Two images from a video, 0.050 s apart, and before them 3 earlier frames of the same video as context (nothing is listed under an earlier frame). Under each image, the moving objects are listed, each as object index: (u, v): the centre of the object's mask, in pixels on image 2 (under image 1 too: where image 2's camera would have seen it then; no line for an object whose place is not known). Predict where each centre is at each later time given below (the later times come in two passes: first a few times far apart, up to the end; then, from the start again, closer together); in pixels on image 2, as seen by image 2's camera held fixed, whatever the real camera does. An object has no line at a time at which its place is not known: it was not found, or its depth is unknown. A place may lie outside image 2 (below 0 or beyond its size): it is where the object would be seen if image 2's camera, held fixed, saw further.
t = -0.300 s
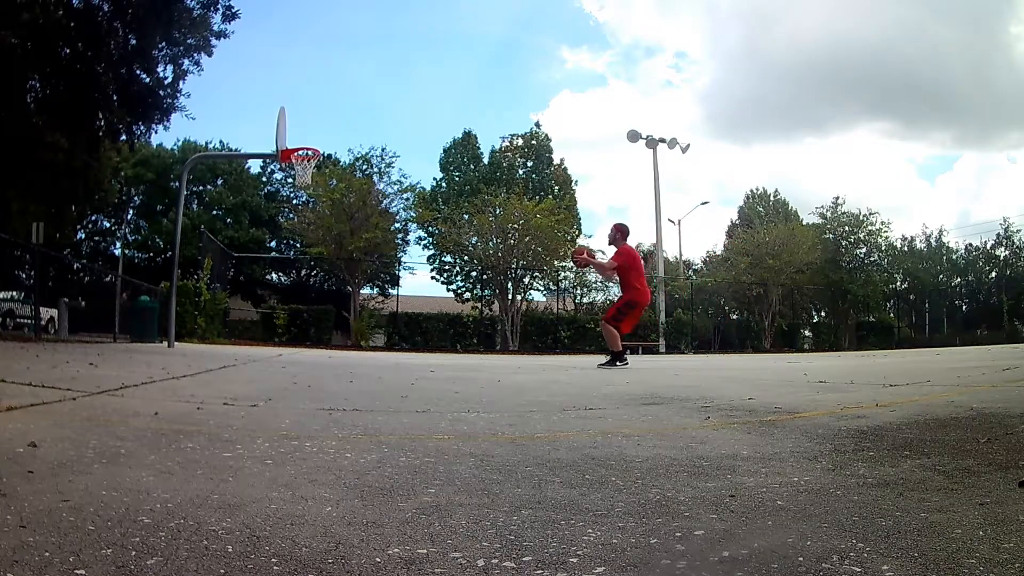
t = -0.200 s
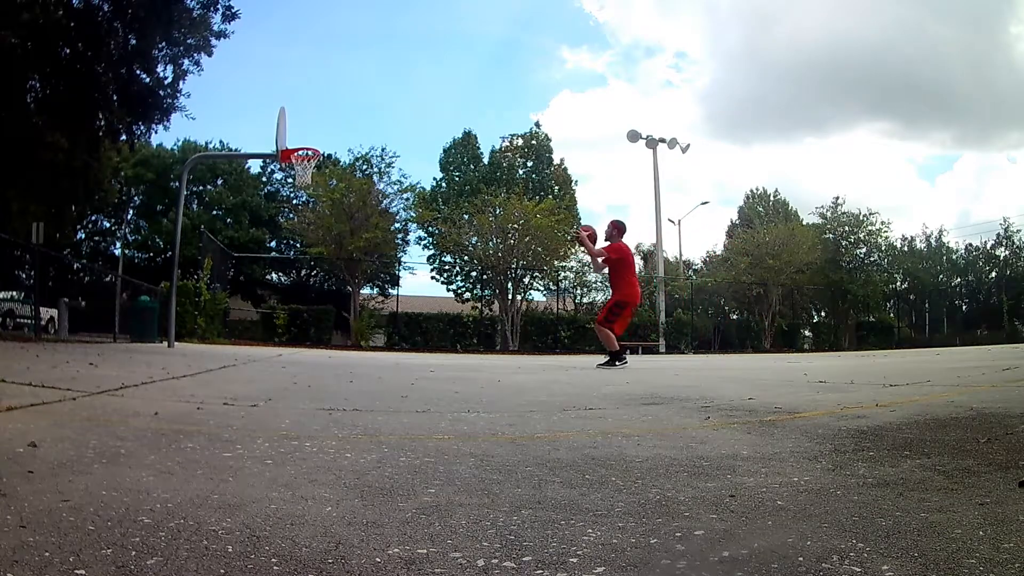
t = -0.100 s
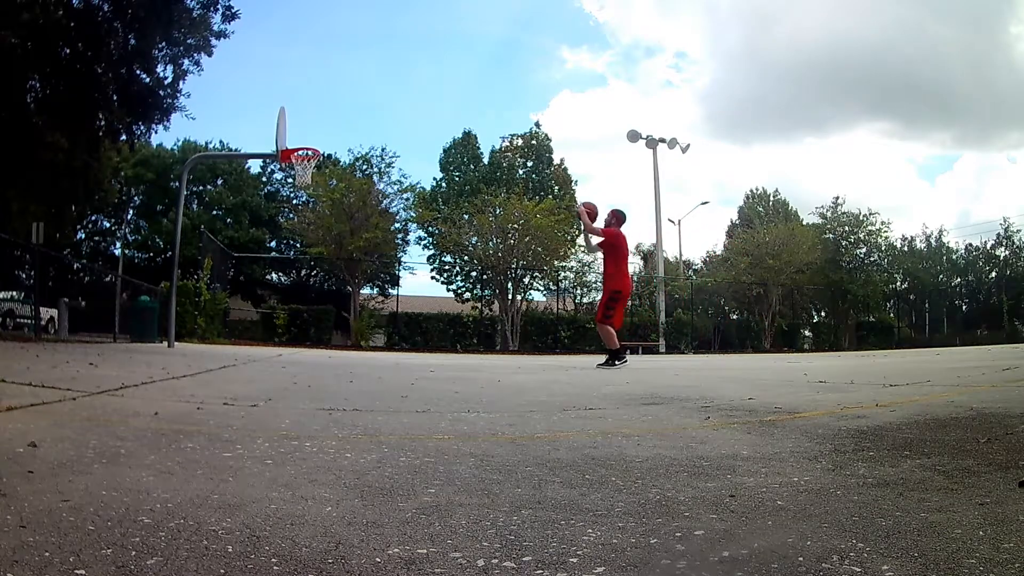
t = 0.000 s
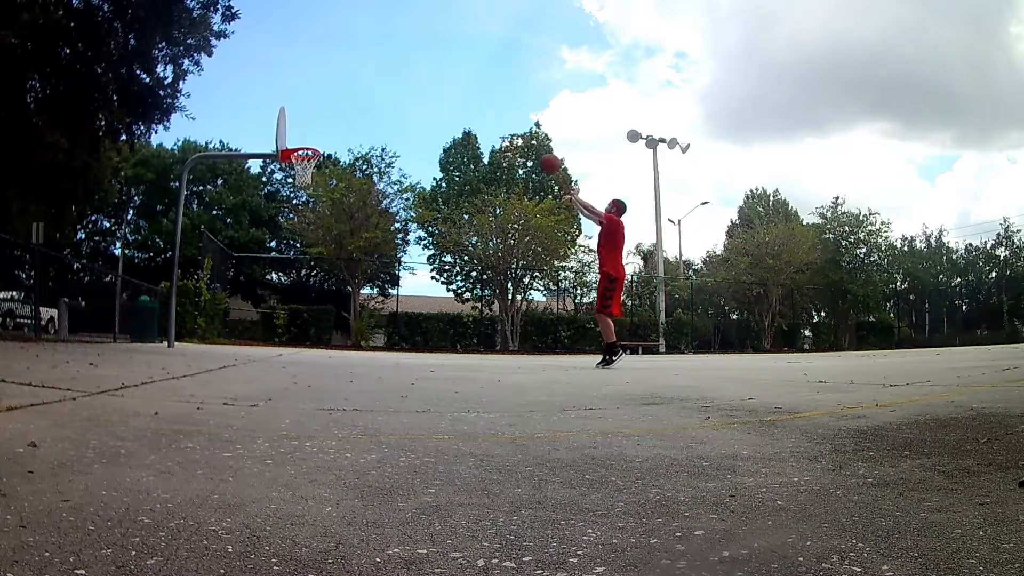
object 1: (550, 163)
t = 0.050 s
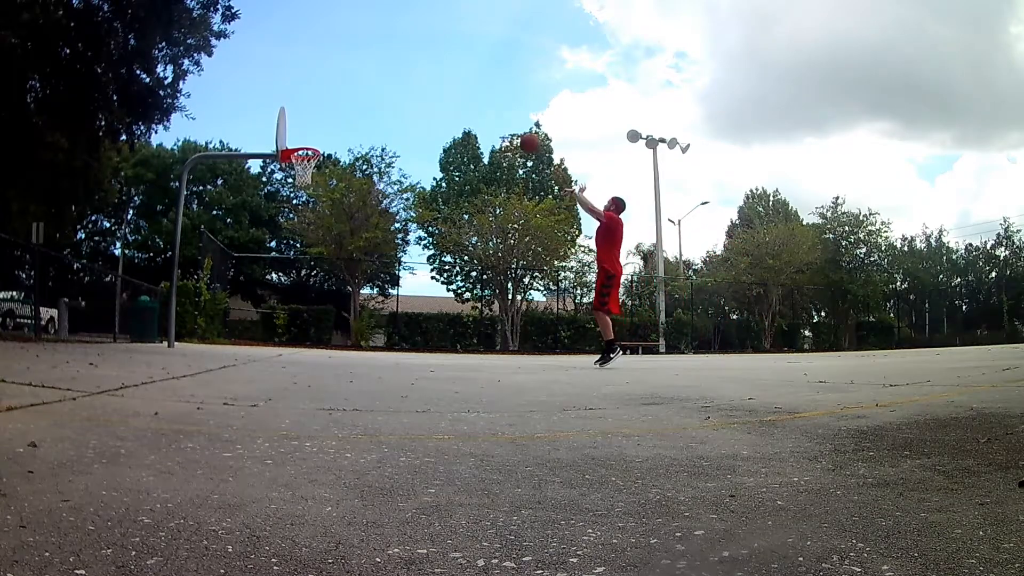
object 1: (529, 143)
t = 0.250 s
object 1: (459, 90)
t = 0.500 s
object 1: (387, 73)
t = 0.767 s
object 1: (323, 97)
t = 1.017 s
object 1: (306, 144)
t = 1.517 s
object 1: (299, 185)
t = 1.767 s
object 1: (305, 239)
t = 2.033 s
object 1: (312, 340)
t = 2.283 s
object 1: (324, 284)
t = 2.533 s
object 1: (336, 253)
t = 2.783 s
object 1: (346, 257)
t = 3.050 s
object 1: (356, 302)
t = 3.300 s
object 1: (365, 330)
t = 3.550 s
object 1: (375, 294)
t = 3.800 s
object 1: (383, 293)
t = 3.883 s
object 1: (386, 301)
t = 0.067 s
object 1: (523, 138)
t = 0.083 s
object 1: (517, 131)
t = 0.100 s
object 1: (511, 126)
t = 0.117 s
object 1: (505, 121)
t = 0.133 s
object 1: (499, 116)
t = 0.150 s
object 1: (493, 112)
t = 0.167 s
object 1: (487, 107)
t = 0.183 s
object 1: (481, 103)
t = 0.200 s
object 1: (476, 100)
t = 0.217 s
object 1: (470, 96)
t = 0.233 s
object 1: (465, 93)
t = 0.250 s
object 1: (459, 90)
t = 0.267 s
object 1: (454, 88)
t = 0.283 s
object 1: (449, 85)
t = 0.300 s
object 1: (444, 83)
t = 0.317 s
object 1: (439, 81)
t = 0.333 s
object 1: (434, 79)
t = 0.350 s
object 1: (429, 78)
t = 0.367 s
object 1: (424, 76)
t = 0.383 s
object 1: (419, 75)
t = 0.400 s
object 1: (414, 74)
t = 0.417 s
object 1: (410, 74)
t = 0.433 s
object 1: (405, 73)
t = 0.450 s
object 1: (401, 73)
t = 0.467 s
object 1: (396, 73)
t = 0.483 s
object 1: (392, 72)
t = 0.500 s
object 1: (387, 73)
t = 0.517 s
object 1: (383, 73)
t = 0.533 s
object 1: (379, 74)
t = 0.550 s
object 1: (375, 74)
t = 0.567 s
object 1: (370, 75)
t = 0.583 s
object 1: (366, 76)
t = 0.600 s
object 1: (362, 77)
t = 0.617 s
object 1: (358, 78)
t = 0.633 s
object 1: (354, 80)
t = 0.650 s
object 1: (350, 81)
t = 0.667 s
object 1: (346, 83)
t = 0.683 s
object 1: (342, 85)
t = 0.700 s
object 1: (338, 87)
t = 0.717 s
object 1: (334, 90)
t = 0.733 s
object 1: (330, 92)
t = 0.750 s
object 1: (326, 94)
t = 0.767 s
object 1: (323, 97)
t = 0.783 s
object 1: (319, 100)
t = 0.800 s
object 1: (315, 103)
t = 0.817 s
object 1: (311, 106)
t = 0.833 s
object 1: (307, 109)
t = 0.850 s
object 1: (304, 113)
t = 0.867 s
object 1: (300, 116)
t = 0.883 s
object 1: (296, 120)
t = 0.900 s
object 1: (293, 123)
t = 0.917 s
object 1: (289, 127)
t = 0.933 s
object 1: (292, 130)
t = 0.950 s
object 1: (295, 133)
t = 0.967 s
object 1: (298, 137)
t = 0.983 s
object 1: (300, 140)
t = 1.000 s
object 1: (303, 143)
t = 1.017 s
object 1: (306, 144)
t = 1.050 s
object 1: (309, 153)
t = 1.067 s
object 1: (307, 153)
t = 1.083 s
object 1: (308, 153)
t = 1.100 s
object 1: (310, 153)
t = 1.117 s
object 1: (310, 156)
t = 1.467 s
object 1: (296, 180)
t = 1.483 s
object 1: (296, 181)
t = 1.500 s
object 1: (297, 183)
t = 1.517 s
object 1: (299, 185)
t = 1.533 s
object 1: (299, 187)
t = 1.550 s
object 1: (300, 189)
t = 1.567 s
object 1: (300, 191)
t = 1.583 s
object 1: (300, 194)
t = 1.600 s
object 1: (301, 198)
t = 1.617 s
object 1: (302, 200)
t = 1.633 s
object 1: (301, 205)
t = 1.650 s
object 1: (302, 208)
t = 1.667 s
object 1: (302, 212)
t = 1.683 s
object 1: (303, 216)
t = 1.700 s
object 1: (304, 220)
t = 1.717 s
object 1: (304, 225)
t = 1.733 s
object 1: (304, 229)
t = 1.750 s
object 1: (304, 233)
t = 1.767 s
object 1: (305, 239)
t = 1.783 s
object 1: (305, 244)
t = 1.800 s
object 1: (305, 249)
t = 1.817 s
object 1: (306, 254)
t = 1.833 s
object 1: (306, 260)
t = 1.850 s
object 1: (306, 266)
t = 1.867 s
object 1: (306, 272)
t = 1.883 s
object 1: (307, 278)
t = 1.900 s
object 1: (308, 284)
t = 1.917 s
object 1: (308, 290)
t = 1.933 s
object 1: (308, 297)
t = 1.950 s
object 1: (309, 303)
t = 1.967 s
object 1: (309, 310)
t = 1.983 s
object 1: (310, 317)
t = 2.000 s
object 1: (310, 325)
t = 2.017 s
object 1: (310, 333)
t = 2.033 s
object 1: (312, 340)
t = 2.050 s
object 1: (312, 347)
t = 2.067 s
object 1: (313, 344)
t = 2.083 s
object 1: (313, 338)
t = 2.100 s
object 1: (314, 333)
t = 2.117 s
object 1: (315, 327)
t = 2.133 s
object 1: (315, 323)
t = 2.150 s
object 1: (316, 317)
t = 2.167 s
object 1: (317, 313)
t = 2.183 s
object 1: (318, 308)
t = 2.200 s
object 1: (319, 304)
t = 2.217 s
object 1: (320, 300)
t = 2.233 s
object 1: (321, 295)
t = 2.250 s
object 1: (322, 291)
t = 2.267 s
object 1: (323, 288)
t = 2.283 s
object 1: (324, 284)
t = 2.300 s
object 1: (325, 281)
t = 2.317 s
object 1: (325, 278)
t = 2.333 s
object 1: (326, 275)
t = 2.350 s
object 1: (327, 272)
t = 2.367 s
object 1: (328, 269)
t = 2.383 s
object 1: (329, 266)
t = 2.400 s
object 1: (330, 265)
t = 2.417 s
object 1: (331, 262)
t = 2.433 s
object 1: (332, 260)
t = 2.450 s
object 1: (333, 258)
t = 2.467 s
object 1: (334, 257)
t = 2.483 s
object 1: (334, 256)
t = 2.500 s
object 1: (335, 255)
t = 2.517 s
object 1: (335, 254)
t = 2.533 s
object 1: (336, 253)
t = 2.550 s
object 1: (337, 252)
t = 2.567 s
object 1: (337, 252)
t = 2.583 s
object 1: (338, 251)
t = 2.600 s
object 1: (339, 251)
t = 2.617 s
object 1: (339, 251)
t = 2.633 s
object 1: (339, 251)
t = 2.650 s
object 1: (341, 251)
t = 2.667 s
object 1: (341, 251)
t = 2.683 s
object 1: (342, 251)
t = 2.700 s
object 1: (344, 252)
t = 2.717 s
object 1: (344, 253)
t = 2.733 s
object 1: (344, 254)
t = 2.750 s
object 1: (345, 255)
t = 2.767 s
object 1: (346, 255)
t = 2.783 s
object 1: (346, 257)
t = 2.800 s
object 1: (347, 258)
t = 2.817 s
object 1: (348, 260)
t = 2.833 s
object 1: (348, 262)
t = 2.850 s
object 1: (349, 264)
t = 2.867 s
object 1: (350, 267)
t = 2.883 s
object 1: (351, 270)
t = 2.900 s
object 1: (351, 272)
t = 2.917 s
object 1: (351, 275)
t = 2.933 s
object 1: (352, 278)
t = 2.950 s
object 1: (353, 280)
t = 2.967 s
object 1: (353, 284)
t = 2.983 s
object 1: (354, 287)
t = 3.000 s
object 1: (354, 291)
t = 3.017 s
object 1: (355, 294)
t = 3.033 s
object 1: (355, 298)
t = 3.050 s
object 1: (356, 302)
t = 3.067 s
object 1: (357, 308)
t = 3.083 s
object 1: (357, 310)
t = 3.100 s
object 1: (358, 316)
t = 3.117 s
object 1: (358, 320)
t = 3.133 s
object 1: (359, 325)
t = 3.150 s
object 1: (360, 330)
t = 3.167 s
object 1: (360, 335)
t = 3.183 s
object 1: (361, 341)
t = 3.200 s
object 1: (361, 346)
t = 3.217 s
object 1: (361, 349)
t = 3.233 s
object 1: (362, 345)
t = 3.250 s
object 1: (363, 341)
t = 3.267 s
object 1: (364, 337)
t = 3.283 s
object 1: (365, 334)
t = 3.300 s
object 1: (365, 330)
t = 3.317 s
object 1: (366, 326)
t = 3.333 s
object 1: (366, 323)
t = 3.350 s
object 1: (367, 319)
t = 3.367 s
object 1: (368, 316)
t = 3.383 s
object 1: (368, 314)
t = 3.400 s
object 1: (369, 311)
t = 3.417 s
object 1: (370, 309)
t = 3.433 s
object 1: (370, 307)
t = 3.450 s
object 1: (370, 305)
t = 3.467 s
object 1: (371, 303)
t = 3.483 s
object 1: (372, 300)
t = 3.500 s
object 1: (373, 298)
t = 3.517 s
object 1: (374, 296)
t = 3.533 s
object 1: (374, 295)
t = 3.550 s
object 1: (375, 294)
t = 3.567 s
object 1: (376, 292)
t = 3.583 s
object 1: (376, 292)
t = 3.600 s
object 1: (377, 291)
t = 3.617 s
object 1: (377, 290)
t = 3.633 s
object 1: (378, 290)
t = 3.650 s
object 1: (378, 289)
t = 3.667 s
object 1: (379, 289)
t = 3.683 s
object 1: (379, 289)
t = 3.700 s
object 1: (380, 289)
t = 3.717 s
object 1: (380, 289)
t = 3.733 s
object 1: (381, 290)
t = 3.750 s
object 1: (382, 290)
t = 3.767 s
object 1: (382, 291)
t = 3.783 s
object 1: (383, 292)
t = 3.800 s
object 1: (383, 293)
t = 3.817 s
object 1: (384, 294)
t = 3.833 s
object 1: (384, 296)
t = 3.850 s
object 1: (385, 297)
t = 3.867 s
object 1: (385, 299)
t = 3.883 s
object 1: (386, 301)
